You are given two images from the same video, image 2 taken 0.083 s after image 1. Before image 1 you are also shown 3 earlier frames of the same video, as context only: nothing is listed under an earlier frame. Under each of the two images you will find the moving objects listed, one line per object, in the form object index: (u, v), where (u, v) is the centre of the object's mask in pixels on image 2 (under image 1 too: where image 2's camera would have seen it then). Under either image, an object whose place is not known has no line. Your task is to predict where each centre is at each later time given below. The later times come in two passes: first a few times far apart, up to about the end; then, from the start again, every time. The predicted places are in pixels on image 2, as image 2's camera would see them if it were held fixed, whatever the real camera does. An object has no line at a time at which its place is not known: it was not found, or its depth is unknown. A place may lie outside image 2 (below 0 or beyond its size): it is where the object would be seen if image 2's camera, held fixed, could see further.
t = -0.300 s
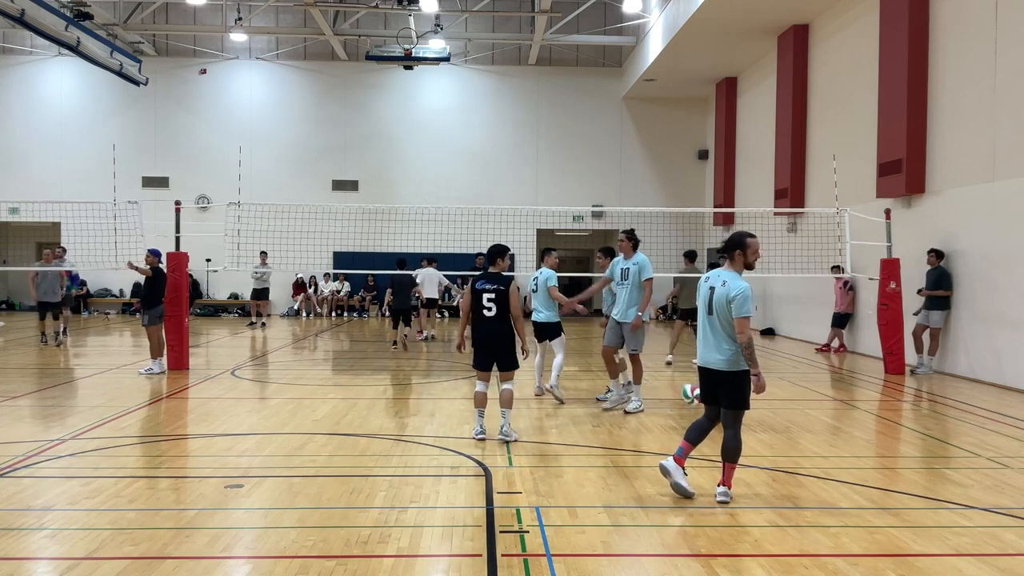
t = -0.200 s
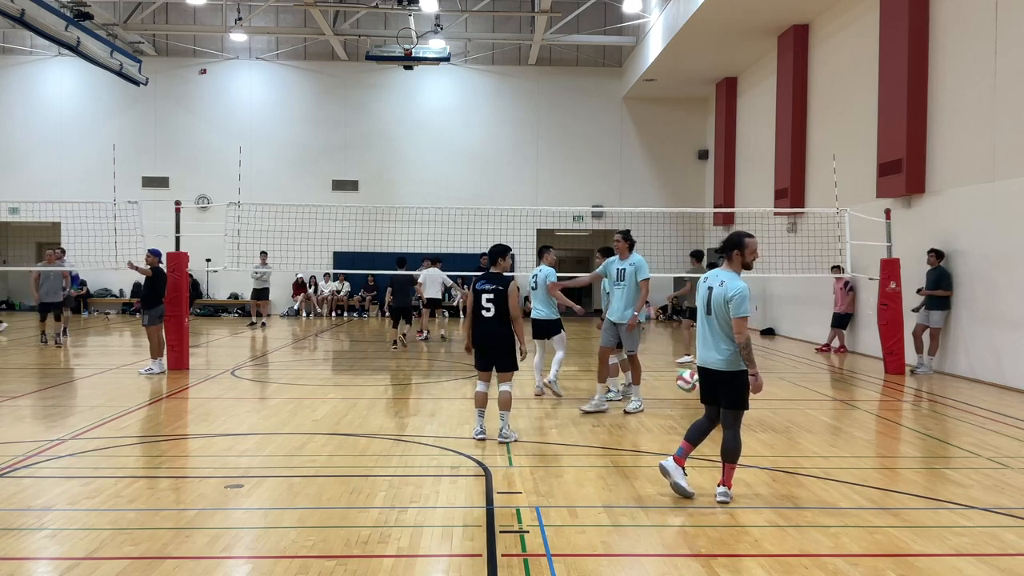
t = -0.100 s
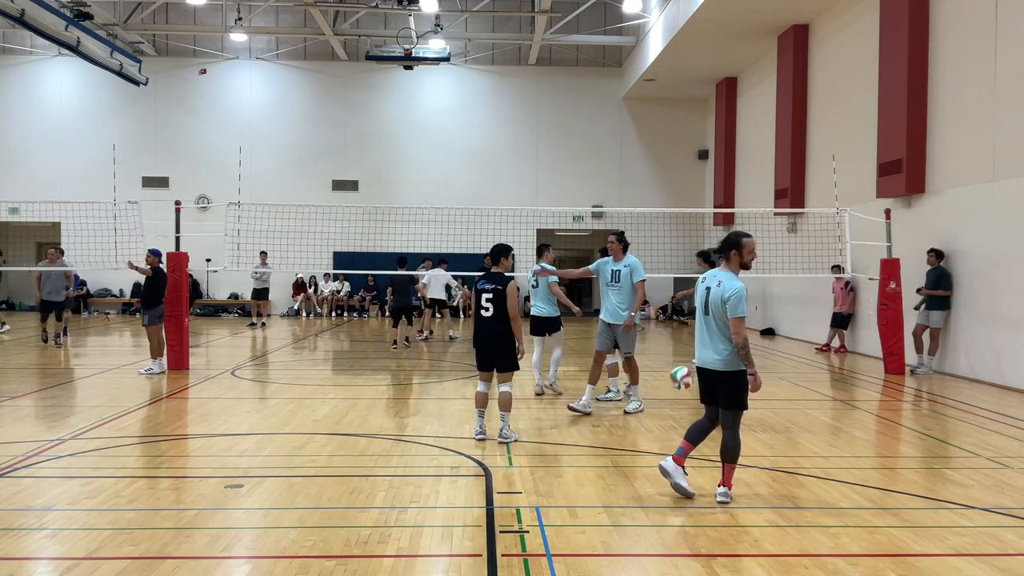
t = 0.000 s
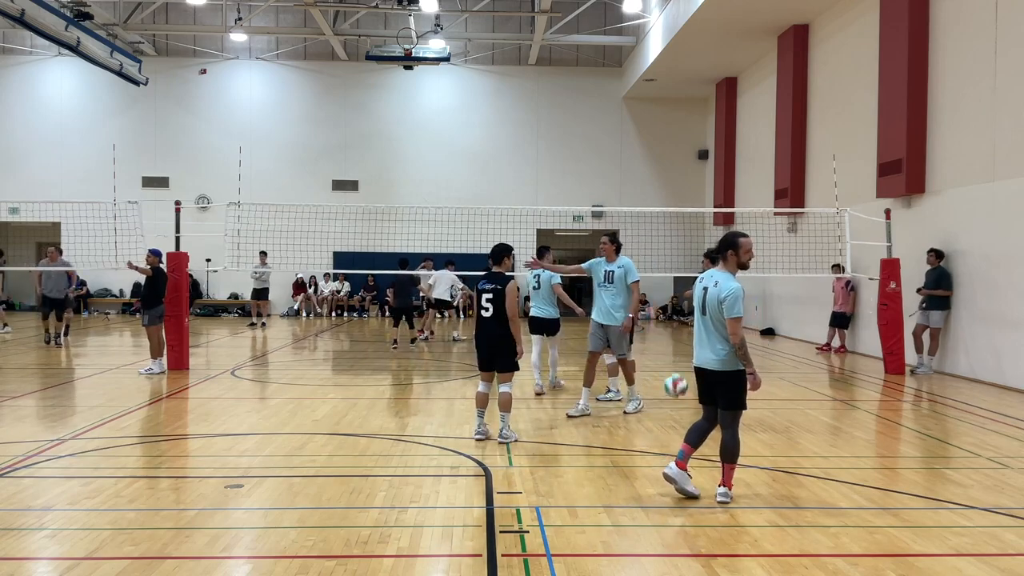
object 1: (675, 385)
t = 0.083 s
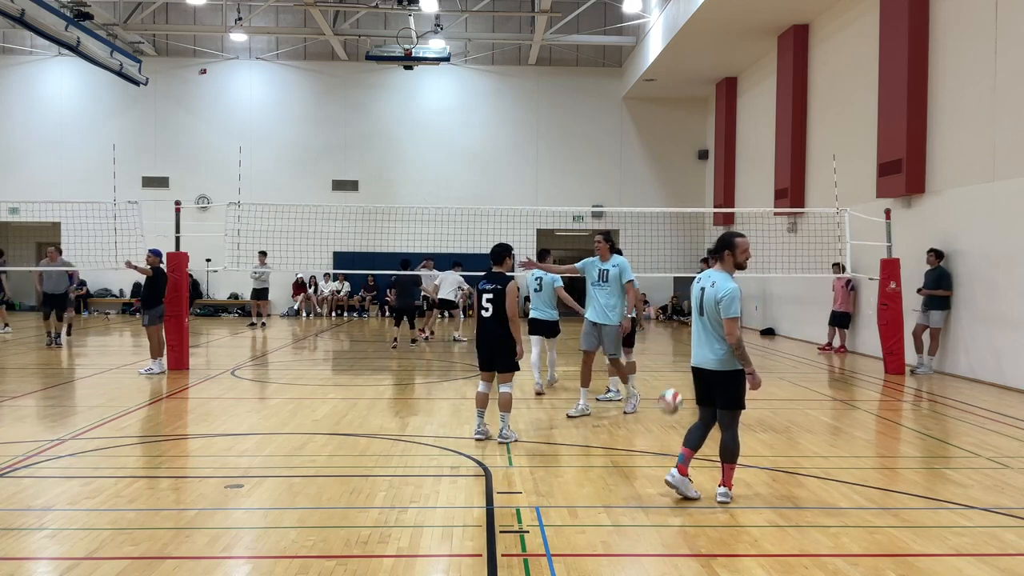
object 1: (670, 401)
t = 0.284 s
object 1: (656, 433)
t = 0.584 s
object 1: (630, 422)
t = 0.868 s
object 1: (603, 462)
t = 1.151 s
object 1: (570, 476)
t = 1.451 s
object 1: (530, 502)
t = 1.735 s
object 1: (483, 554)
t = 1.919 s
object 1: (451, 560)
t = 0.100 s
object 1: (669, 405)
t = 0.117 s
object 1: (668, 409)
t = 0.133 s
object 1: (666, 415)
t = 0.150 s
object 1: (666, 420)
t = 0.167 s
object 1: (665, 426)
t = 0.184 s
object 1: (664, 432)
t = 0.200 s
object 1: (661, 438)
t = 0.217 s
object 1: (661, 446)
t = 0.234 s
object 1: (659, 445)
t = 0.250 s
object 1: (658, 440)
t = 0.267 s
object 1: (657, 437)
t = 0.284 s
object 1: (656, 433)
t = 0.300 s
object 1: (654, 430)
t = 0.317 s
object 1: (653, 427)
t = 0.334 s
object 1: (652, 424)
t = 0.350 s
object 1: (651, 421)
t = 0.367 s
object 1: (649, 419)
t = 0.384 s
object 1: (648, 418)
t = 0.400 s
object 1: (647, 416)
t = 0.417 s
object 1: (645, 415)
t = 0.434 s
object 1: (644, 415)
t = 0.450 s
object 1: (642, 414)
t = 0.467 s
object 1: (641, 413)
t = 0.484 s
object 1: (640, 414)
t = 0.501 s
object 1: (639, 414)
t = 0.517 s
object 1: (636, 415)
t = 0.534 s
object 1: (636, 417)
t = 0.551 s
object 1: (634, 418)
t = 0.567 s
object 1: (632, 420)
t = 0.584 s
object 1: (630, 422)
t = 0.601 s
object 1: (629, 425)
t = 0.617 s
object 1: (628, 429)
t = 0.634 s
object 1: (627, 432)
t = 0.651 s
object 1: (625, 437)
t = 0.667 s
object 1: (624, 441)
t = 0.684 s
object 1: (621, 445)
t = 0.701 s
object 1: (620, 451)
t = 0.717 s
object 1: (618, 458)
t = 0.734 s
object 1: (616, 463)
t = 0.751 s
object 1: (614, 470)
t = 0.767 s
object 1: (613, 479)
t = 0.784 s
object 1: (611, 480)
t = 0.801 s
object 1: (609, 475)
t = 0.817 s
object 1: (608, 471)
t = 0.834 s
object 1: (606, 468)
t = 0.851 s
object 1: (604, 465)
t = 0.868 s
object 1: (603, 462)
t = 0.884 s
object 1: (601, 459)
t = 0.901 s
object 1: (599, 457)
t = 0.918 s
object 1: (598, 456)
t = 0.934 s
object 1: (596, 454)
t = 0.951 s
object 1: (594, 453)
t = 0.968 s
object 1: (592, 453)
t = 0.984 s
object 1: (590, 453)
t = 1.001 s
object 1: (589, 453)
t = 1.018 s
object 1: (587, 454)
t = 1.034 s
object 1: (584, 455)
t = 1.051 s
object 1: (582, 456)
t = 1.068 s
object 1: (581, 458)
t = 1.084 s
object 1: (579, 461)
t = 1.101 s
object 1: (577, 464)
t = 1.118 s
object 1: (574, 467)
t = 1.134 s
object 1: (572, 471)
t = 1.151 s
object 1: (570, 476)
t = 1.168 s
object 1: (568, 480)
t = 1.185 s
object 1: (566, 486)
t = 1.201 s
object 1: (564, 492)
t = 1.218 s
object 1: (562, 498)
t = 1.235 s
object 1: (560, 505)
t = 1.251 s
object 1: (558, 514)
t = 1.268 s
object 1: (555, 520)
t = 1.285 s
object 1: (553, 516)
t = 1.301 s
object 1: (551, 512)
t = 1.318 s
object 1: (549, 510)
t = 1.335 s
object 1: (546, 507)
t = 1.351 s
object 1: (544, 505)
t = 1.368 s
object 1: (542, 504)
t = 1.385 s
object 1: (539, 502)
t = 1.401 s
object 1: (537, 502)
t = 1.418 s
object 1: (535, 501)
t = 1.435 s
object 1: (533, 502)
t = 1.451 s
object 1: (530, 502)
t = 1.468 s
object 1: (527, 504)
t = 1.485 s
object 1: (525, 506)
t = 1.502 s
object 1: (522, 507)
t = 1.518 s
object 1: (520, 510)
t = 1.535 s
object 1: (517, 513)
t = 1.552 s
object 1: (514, 518)
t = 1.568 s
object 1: (512, 522)
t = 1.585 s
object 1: (509, 527)
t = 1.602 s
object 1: (506, 532)
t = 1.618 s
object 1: (504, 538)
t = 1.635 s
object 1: (500, 545)
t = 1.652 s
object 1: (497, 554)
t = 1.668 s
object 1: (495, 558)
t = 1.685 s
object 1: (492, 560)
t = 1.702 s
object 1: (490, 558)
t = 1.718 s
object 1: (486, 556)
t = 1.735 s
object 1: (483, 554)
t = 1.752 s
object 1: (481, 553)
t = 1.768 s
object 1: (478, 552)
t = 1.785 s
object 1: (475, 552)
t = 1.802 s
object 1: (472, 552)
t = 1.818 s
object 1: (470, 552)
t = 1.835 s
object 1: (466, 553)
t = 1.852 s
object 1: (463, 553)
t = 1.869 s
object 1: (460, 555)
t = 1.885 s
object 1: (457, 557)
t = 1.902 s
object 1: (454, 558)
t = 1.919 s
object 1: (451, 560)
